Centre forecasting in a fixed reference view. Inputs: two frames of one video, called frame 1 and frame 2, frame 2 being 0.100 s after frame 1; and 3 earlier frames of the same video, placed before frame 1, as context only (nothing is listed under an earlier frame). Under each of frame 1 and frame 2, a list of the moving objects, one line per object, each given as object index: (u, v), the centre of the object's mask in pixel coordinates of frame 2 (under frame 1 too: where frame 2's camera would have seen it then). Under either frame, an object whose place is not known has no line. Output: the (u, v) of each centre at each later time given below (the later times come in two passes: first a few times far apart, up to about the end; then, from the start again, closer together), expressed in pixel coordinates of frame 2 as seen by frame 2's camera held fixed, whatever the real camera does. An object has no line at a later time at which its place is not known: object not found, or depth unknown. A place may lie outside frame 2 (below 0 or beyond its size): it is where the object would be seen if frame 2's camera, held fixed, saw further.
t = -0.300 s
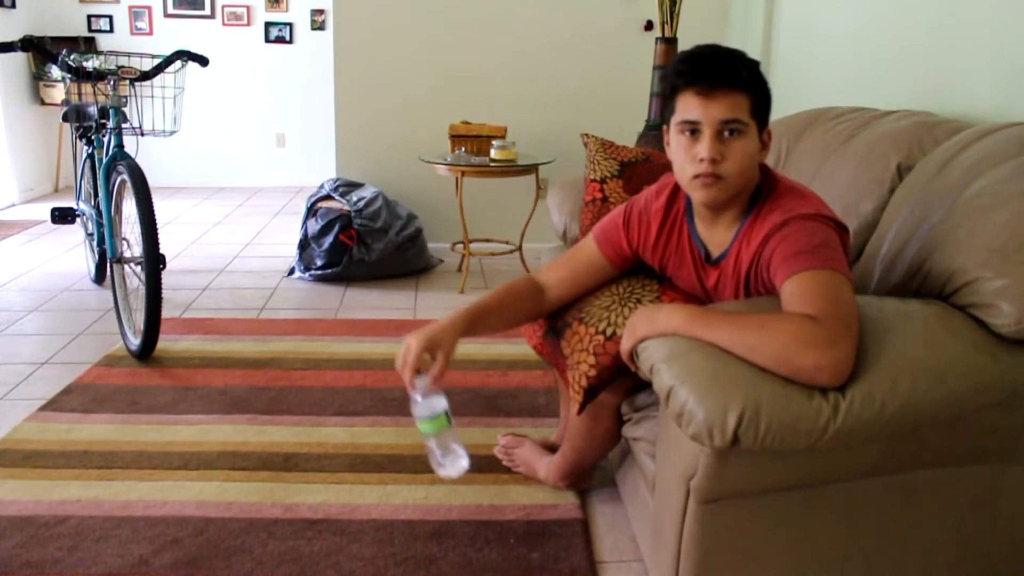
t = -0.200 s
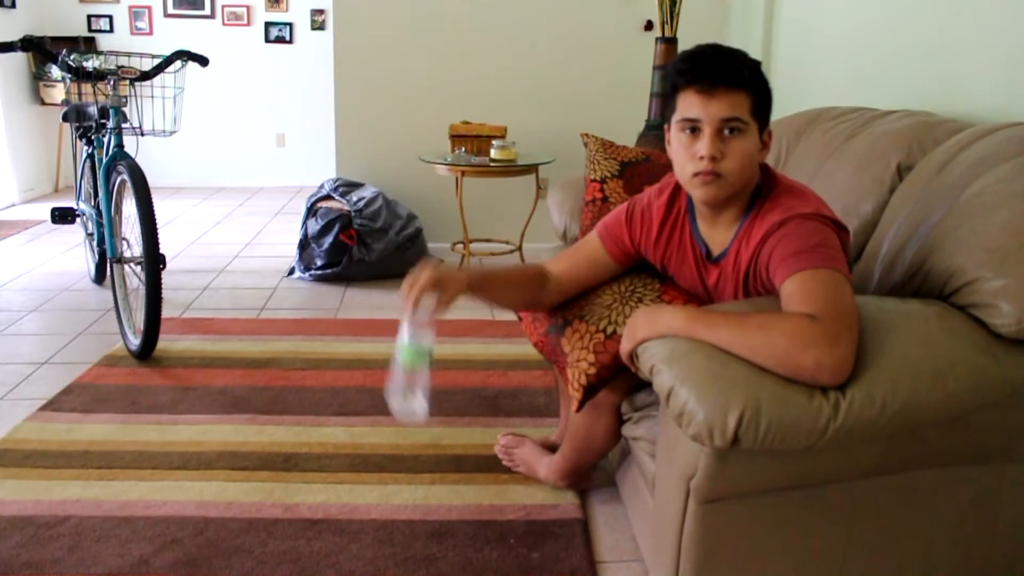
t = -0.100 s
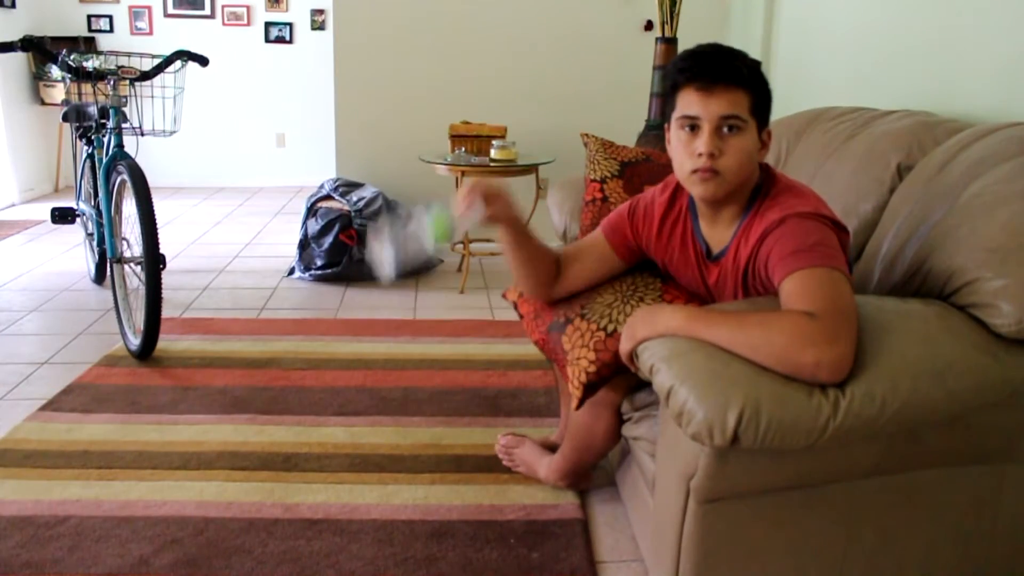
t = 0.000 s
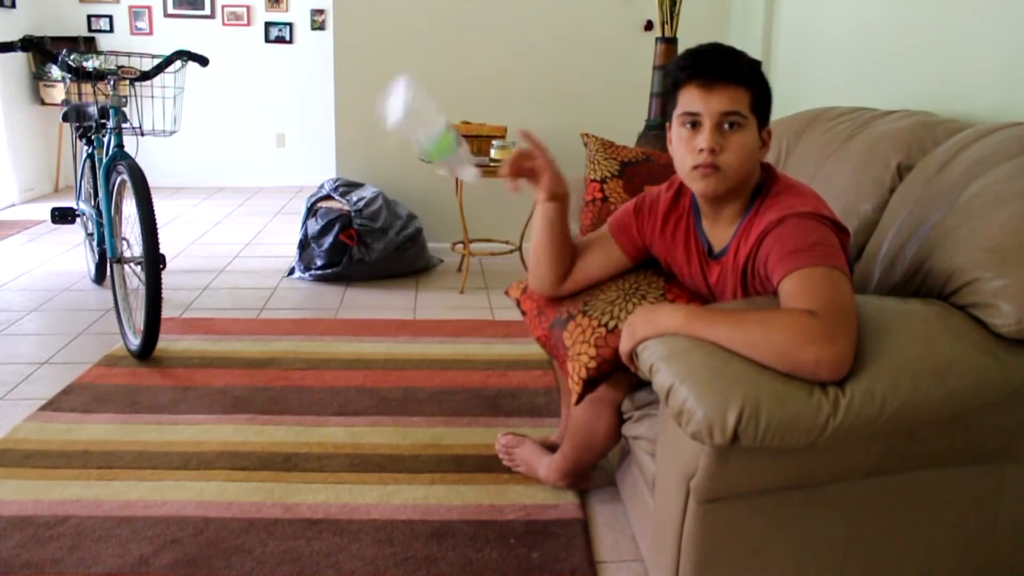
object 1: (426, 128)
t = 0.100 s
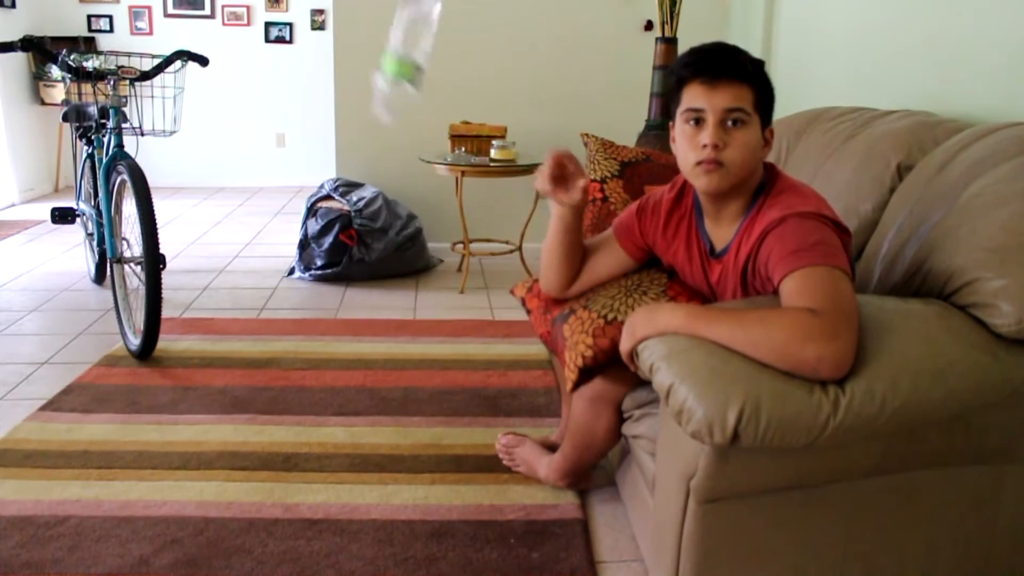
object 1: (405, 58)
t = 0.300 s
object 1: (434, 28)
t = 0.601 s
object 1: (488, 487)
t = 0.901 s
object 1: (506, 549)
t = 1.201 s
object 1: (515, 554)
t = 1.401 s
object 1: (527, 555)
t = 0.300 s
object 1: (434, 28)
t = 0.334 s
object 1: (437, 47)
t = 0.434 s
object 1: (460, 159)
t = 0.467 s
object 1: (465, 220)
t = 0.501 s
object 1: (485, 272)
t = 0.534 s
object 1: (473, 368)
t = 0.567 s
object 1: (495, 402)
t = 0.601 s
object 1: (488, 487)
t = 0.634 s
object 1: (499, 546)
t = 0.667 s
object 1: (511, 568)
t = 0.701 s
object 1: (507, 562)
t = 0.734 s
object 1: (506, 554)
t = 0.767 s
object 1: (506, 549)
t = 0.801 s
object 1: (507, 547)
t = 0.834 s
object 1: (508, 548)
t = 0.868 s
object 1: (507, 549)
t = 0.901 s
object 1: (506, 549)
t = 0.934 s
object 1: (503, 549)
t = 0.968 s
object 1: (501, 549)
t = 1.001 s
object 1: (499, 550)
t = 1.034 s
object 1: (498, 550)
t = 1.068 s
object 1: (498, 551)
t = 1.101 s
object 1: (499, 551)
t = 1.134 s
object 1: (502, 552)
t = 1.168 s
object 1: (507, 552)
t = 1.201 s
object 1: (515, 554)
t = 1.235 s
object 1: (523, 554)
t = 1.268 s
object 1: (530, 555)
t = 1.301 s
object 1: (533, 556)
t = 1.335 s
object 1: (533, 556)
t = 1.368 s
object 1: (531, 556)
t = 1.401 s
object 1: (527, 555)
